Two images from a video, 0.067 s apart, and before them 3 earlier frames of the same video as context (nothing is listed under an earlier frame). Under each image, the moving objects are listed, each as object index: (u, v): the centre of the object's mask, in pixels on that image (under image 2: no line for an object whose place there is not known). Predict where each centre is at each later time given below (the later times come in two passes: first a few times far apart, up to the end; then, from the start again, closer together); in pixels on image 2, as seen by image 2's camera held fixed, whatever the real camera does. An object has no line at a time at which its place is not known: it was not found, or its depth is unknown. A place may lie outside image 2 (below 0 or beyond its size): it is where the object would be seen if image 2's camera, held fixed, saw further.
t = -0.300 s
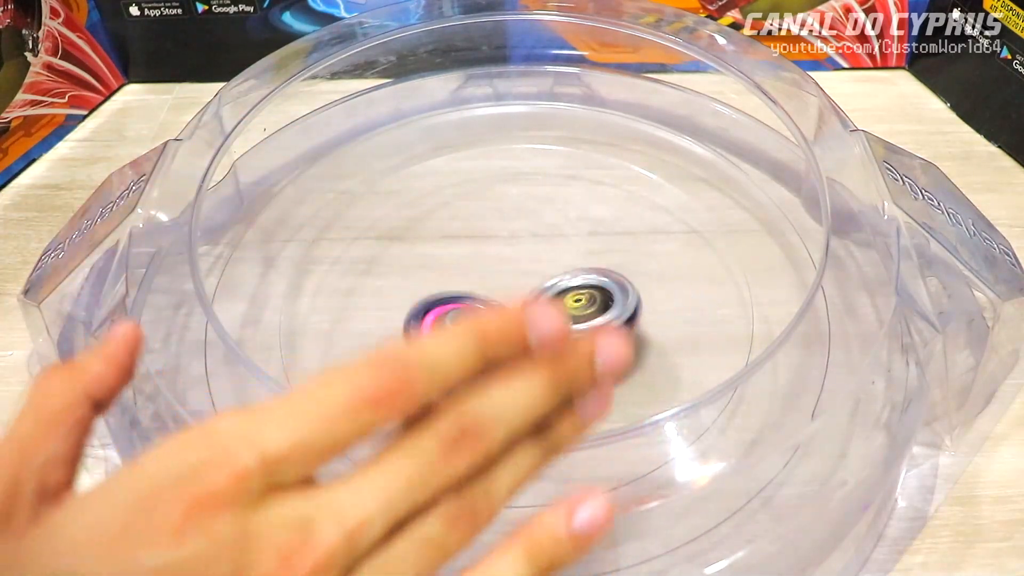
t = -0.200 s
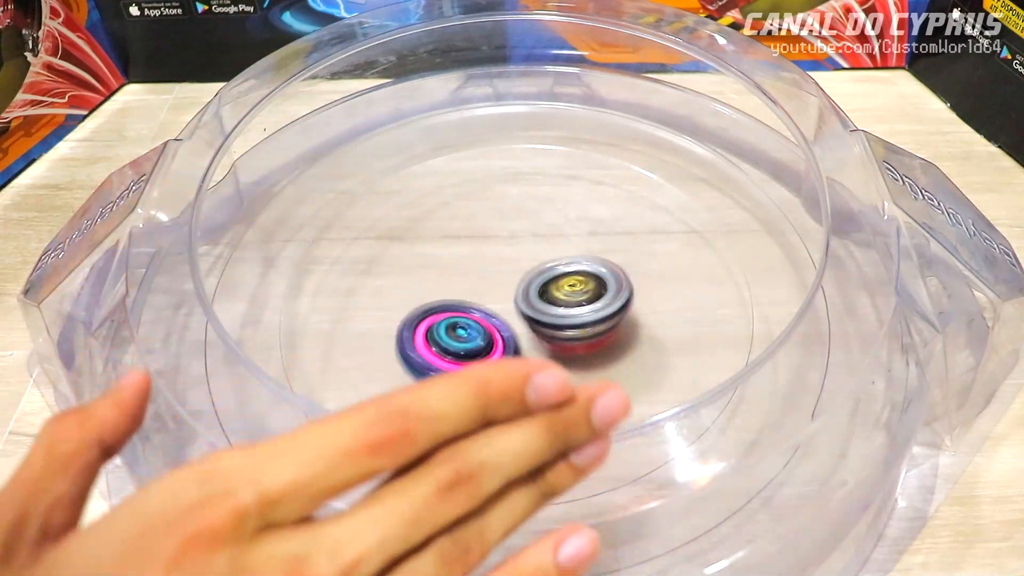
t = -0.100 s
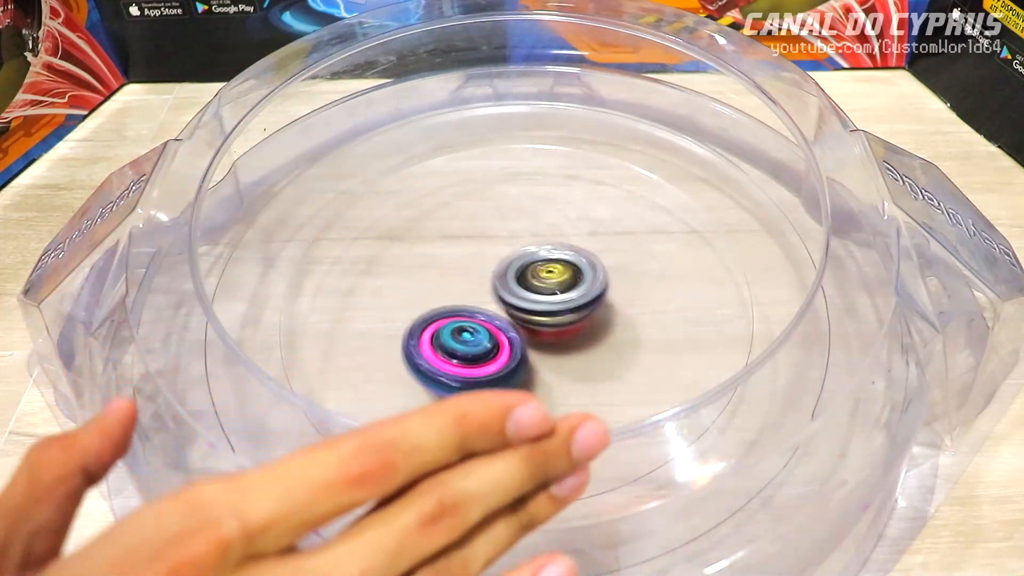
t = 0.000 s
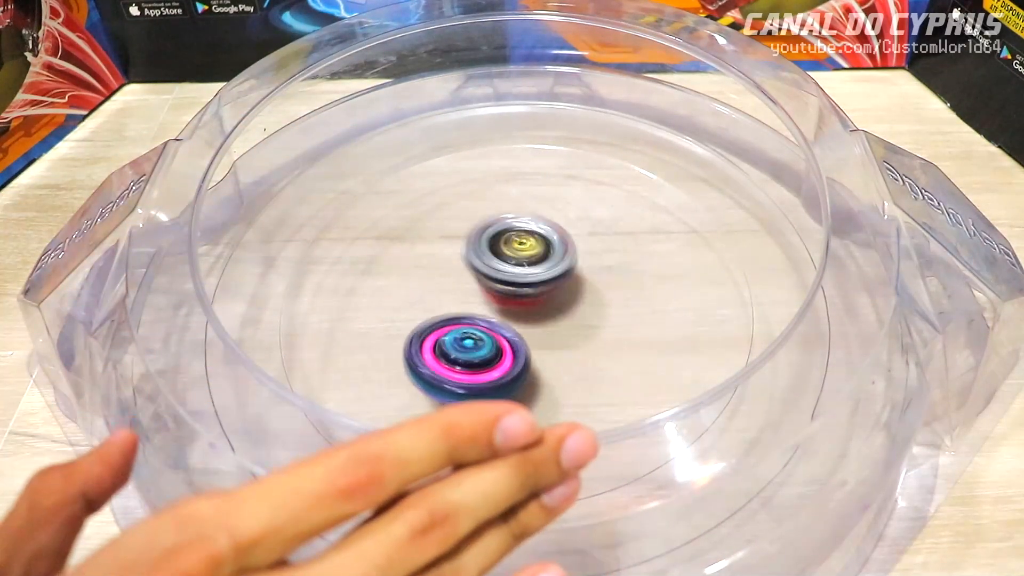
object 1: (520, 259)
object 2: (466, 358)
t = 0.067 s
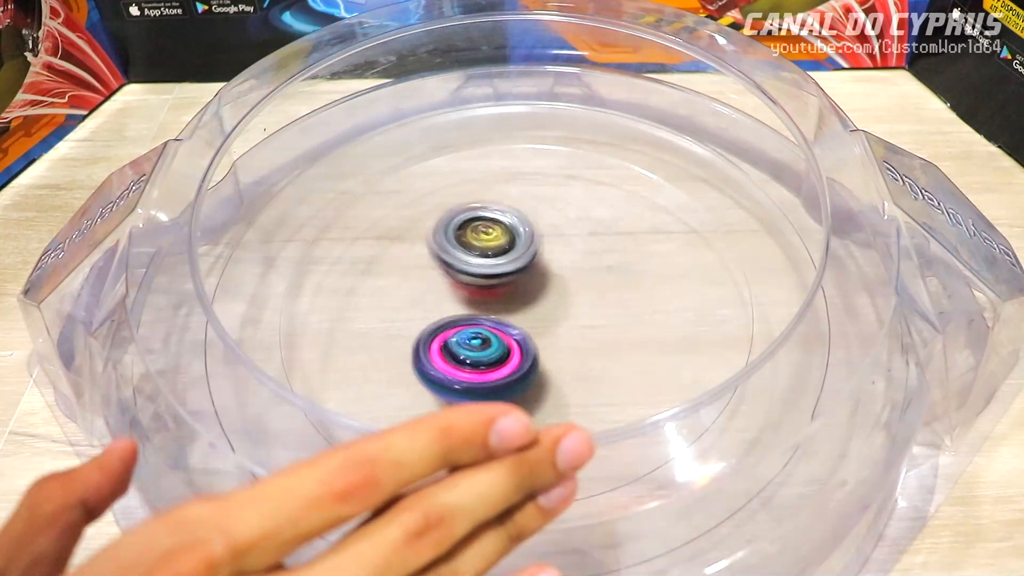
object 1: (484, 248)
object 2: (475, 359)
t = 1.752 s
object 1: (531, 339)
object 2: (519, 250)
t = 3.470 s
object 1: (460, 259)
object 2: (563, 279)
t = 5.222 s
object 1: (504, 322)
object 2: (548, 242)
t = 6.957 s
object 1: (509, 257)
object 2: (466, 356)
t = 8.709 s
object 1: (583, 273)
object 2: (477, 298)
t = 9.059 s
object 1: (578, 282)
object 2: (468, 309)
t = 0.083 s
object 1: (473, 246)
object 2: (477, 359)
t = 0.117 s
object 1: (453, 246)
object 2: (482, 359)
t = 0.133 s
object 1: (442, 245)
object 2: (485, 358)
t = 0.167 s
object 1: (425, 246)
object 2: (491, 357)
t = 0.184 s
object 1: (418, 247)
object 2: (494, 356)
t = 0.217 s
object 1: (409, 252)
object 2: (500, 353)
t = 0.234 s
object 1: (406, 254)
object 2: (503, 352)
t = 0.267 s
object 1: (403, 259)
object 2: (509, 349)
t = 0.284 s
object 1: (404, 262)
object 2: (512, 348)
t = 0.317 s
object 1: (408, 268)
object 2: (518, 344)
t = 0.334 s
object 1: (410, 270)
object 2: (520, 342)
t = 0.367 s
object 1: (417, 276)
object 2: (527, 338)
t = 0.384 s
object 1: (423, 279)
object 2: (531, 336)
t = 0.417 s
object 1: (433, 284)
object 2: (538, 332)
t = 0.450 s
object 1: (443, 288)
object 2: (544, 329)
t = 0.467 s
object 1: (439, 287)
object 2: (556, 327)
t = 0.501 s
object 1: (419, 279)
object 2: (589, 322)
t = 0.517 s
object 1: (414, 277)
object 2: (602, 319)
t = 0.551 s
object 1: (406, 274)
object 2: (624, 315)
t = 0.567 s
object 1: (404, 272)
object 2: (630, 313)
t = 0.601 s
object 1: (405, 271)
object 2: (637, 310)
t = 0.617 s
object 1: (408, 270)
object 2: (640, 309)
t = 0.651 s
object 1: (415, 271)
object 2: (644, 306)
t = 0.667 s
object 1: (418, 271)
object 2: (646, 304)
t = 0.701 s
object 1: (427, 272)
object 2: (647, 301)
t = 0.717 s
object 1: (433, 273)
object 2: (648, 299)
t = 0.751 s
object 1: (445, 276)
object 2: (648, 295)
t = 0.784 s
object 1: (457, 278)
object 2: (647, 292)
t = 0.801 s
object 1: (461, 278)
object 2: (645, 290)
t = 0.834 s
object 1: (473, 280)
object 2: (642, 287)
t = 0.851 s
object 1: (481, 282)
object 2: (640, 285)
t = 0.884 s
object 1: (493, 283)
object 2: (635, 282)
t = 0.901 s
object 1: (497, 281)
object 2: (632, 281)
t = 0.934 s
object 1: (510, 281)
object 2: (626, 279)
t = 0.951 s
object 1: (507, 279)
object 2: (630, 275)
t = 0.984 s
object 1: (498, 278)
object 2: (637, 269)
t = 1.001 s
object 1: (493, 277)
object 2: (638, 267)
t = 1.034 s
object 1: (490, 276)
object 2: (633, 262)
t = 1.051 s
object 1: (491, 274)
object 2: (631, 260)
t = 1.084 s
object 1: (492, 274)
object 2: (623, 259)
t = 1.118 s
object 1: (494, 275)
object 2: (613, 258)
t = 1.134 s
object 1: (495, 275)
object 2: (609, 257)
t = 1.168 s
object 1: (498, 276)
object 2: (602, 257)
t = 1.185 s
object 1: (494, 277)
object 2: (600, 255)
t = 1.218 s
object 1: (459, 287)
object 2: (617, 241)
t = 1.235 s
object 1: (444, 291)
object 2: (623, 236)
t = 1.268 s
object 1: (419, 299)
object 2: (630, 228)
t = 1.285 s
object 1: (410, 303)
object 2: (631, 226)
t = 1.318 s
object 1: (398, 311)
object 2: (629, 224)
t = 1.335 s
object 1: (396, 315)
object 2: (626, 224)
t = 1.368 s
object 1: (397, 324)
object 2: (621, 224)
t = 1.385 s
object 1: (398, 329)
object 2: (618, 226)
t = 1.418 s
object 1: (409, 338)
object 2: (611, 227)
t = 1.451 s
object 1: (420, 346)
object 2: (604, 229)
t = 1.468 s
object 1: (427, 348)
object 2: (598, 231)
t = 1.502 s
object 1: (441, 350)
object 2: (591, 234)
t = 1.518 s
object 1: (448, 350)
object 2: (586, 238)
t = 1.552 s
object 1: (464, 350)
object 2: (576, 241)
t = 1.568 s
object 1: (472, 348)
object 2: (572, 245)
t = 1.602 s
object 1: (485, 346)
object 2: (561, 250)
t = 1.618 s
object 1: (495, 344)
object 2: (557, 252)
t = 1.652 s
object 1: (507, 339)
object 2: (548, 255)
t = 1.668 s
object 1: (512, 338)
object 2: (543, 254)
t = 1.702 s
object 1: (522, 331)
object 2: (534, 254)
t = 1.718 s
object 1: (527, 335)
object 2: (528, 253)
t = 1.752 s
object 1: (531, 339)
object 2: (519, 250)
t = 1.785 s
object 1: (535, 339)
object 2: (510, 251)
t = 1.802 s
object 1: (538, 339)
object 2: (506, 251)
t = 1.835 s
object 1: (541, 334)
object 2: (499, 254)
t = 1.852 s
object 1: (541, 333)
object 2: (495, 256)
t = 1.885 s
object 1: (543, 328)
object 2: (487, 260)
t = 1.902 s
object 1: (544, 324)
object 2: (483, 262)
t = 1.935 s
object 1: (545, 317)
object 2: (475, 266)
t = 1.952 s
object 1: (548, 316)
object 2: (471, 270)
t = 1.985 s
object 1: (554, 315)
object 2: (464, 274)
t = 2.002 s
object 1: (559, 317)
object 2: (461, 273)
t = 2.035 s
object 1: (569, 319)
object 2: (454, 273)
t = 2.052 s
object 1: (572, 318)
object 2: (452, 274)
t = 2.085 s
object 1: (574, 318)
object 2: (448, 276)
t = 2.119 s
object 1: (574, 315)
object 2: (445, 279)
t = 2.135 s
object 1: (574, 312)
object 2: (443, 281)
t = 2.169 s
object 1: (571, 308)
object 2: (441, 285)
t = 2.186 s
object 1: (570, 304)
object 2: (439, 287)
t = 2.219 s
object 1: (567, 302)
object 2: (439, 292)
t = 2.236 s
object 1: (564, 300)
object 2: (438, 295)
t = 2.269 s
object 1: (561, 296)
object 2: (438, 299)
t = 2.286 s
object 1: (559, 294)
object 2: (438, 301)
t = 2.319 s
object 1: (555, 291)
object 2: (438, 305)
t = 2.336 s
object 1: (553, 290)
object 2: (440, 308)
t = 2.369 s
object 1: (548, 287)
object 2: (441, 311)
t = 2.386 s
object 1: (545, 286)
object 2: (442, 313)
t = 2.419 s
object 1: (550, 277)
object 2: (435, 318)
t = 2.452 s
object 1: (556, 270)
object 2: (433, 322)
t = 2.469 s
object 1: (556, 268)
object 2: (433, 323)
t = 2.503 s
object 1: (557, 262)
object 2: (438, 325)
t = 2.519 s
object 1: (558, 260)
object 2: (441, 326)
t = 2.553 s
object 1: (555, 258)
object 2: (448, 329)
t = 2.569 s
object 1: (554, 258)
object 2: (451, 330)
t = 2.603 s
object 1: (549, 257)
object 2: (459, 332)
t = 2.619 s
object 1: (545, 257)
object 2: (464, 333)
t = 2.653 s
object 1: (540, 257)
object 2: (472, 334)
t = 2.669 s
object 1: (538, 256)
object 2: (475, 337)
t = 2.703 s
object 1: (538, 249)
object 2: (479, 342)
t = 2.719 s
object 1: (538, 246)
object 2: (483, 342)
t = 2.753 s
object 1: (536, 245)
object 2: (490, 343)
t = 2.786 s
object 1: (533, 244)
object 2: (500, 341)
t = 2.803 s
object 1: (533, 244)
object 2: (503, 340)
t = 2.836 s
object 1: (529, 246)
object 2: (513, 339)
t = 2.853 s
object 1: (527, 247)
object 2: (516, 338)
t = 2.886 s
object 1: (525, 245)
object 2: (523, 337)
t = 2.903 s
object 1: (524, 243)
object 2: (525, 337)
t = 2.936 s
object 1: (523, 241)
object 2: (532, 335)
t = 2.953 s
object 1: (522, 240)
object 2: (534, 333)
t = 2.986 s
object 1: (520, 239)
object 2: (542, 330)
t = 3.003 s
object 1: (519, 236)
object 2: (544, 329)
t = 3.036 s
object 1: (516, 234)
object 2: (550, 325)
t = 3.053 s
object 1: (515, 234)
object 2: (551, 323)
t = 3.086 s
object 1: (513, 235)
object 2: (556, 318)
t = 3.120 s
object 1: (504, 233)
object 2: (563, 316)
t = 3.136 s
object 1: (499, 230)
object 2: (566, 316)
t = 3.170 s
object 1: (493, 229)
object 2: (569, 313)
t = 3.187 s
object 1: (490, 231)
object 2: (569, 311)
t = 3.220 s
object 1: (487, 233)
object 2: (569, 307)
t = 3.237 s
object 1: (486, 235)
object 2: (568, 303)
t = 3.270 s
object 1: (485, 241)
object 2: (568, 298)
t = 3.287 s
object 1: (484, 243)
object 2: (569, 296)
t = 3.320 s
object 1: (471, 240)
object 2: (575, 295)
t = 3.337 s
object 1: (468, 240)
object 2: (576, 293)
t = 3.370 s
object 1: (463, 243)
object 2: (573, 290)
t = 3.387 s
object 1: (461, 244)
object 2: (573, 288)
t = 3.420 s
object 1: (461, 249)
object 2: (568, 284)
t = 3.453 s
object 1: (461, 255)
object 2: (565, 281)
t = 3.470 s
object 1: (460, 259)
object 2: (563, 279)
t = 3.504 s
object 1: (457, 264)
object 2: (562, 276)
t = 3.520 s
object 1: (454, 266)
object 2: (560, 275)
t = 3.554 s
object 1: (451, 271)
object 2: (556, 272)
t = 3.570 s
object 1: (448, 274)
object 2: (553, 271)
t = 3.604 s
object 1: (442, 282)
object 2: (551, 268)
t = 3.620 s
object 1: (437, 285)
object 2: (551, 264)
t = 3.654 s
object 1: (431, 295)
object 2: (551, 262)
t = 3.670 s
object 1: (430, 298)
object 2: (549, 261)
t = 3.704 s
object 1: (429, 306)
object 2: (542, 261)
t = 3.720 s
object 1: (431, 309)
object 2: (540, 262)
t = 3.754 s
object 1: (434, 314)
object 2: (534, 262)
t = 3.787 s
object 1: (439, 318)
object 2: (528, 262)
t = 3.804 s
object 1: (444, 319)
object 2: (527, 262)
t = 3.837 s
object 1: (452, 321)
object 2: (522, 261)
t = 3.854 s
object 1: (456, 322)
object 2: (519, 260)
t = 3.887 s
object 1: (459, 327)
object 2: (516, 258)
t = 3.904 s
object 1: (461, 330)
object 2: (512, 255)
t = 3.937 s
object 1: (466, 332)
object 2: (508, 256)
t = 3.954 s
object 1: (468, 333)
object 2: (506, 257)
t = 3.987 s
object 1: (475, 334)
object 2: (501, 257)
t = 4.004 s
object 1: (477, 333)
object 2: (499, 258)
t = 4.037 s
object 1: (484, 341)
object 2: (494, 257)
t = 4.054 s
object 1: (489, 346)
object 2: (491, 254)
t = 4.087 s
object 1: (495, 352)
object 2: (489, 254)
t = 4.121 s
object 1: (502, 352)
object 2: (487, 256)
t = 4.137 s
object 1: (504, 351)
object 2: (487, 258)
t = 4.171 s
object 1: (511, 349)
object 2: (486, 260)
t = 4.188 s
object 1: (513, 346)
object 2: (485, 261)
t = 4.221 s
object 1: (519, 342)
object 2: (484, 262)
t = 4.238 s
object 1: (522, 337)
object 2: (484, 264)
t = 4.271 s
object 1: (528, 333)
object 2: (481, 265)
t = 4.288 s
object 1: (538, 338)
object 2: (478, 264)
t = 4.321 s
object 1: (548, 341)
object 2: (475, 260)
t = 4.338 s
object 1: (553, 340)
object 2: (473, 257)
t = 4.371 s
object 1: (558, 342)
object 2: (474, 258)
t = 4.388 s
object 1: (560, 339)
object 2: (475, 259)
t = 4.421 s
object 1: (561, 336)
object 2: (478, 262)
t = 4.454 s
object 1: (559, 329)
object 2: (482, 263)
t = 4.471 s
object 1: (560, 328)
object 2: (481, 263)
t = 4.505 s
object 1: (557, 322)
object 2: (482, 265)
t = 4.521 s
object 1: (558, 318)
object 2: (483, 265)
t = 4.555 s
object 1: (564, 319)
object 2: (486, 263)
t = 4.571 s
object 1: (576, 326)
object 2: (484, 256)
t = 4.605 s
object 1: (597, 336)
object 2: (476, 242)
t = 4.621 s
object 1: (606, 339)
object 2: (472, 236)
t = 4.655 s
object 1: (624, 344)
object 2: (469, 230)
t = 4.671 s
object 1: (633, 346)
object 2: (470, 229)
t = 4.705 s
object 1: (648, 350)
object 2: (473, 230)
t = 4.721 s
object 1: (654, 351)
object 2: (476, 231)
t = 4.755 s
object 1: (658, 353)
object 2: (484, 234)
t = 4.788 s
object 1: (659, 353)
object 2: (490, 236)
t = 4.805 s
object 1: (659, 353)
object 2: (493, 238)
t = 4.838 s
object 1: (657, 352)
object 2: (500, 240)
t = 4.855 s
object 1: (656, 352)
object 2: (502, 241)
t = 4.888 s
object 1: (650, 348)
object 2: (507, 242)
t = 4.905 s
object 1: (647, 347)
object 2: (510, 243)
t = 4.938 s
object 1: (639, 344)
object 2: (516, 245)
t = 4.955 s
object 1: (636, 343)
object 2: (518, 245)
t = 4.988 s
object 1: (627, 342)
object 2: (523, 247)
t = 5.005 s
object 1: (622, 340)
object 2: (526, 249)
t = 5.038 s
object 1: (605, 336)
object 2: (532, 250)
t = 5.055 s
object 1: (596, 333)
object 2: (533, 251)
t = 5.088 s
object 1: (577, 327)
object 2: (538, 251)
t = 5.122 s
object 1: (557, 328)
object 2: (542, 248)
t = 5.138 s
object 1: (550, 329)
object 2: (543, 245)
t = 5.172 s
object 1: (531, 327)
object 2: (545, 242)
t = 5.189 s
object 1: (523, 326)
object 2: (546, 241)
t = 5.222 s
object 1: (504, 322)
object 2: (548, 242)
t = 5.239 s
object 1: (495, 320)
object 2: (551, 242)
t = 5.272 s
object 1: (477, 316)
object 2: (553, 245)
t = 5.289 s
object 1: (469, 313)
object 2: (554, 245)
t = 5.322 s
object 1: (454, 307)
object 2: (555, 248)
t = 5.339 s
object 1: (446, 303)
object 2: (555, 247)
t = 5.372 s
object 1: (434, 297)
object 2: (558, 249)
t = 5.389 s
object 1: (429, 294)
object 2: (557, 250)
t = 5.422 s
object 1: (422, 288)
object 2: (558, 251)
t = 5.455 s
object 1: (416, 281)
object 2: (559, 255)
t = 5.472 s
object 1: (414, 277)
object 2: (559, 256)
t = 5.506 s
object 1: (412, 271)
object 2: (559, 258)
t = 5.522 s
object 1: (412, 268)
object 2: (560, 260)
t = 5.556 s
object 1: (414, 264)
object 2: (559, 264)
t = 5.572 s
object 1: (415, 261)
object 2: (559, 267)
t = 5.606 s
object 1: (421, 257)
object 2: (560, 271)
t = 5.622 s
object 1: (423, 256)
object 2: (560, 272)
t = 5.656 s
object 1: (431, 254)
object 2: (559, 276)
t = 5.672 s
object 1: (434, 254)
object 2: (559, 278)
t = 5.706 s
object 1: (444, 252)
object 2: (559, 283)
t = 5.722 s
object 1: (449, 252)
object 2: (561, 285)
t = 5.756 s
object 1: (455, 249)
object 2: (566, 290)
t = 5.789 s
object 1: (461, 248)
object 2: (569, 297)
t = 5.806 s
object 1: (465, 247)
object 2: (573, 300)
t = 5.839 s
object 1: (460, 240)
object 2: (588, 310)
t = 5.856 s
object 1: (459, 238)
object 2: (593, 316)
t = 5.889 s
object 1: (463, 237)
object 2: (600, 324)
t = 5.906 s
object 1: (464, 239)
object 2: (602, 329)
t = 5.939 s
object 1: (467, 241)
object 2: (605, 334)
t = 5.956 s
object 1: (468, 244)
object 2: (604, 338)
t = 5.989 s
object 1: (471, 247)
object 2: (604, 340)
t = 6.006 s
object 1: (474, 249)
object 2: (603, 341)
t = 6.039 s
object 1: (481, 255)
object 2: (602, 341)
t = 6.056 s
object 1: (485, 257)
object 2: (600, 342)
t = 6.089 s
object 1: (500, 263)
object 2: (597, 342)
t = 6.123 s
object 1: (509, 268)
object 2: (594, 343)
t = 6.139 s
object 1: (516, 269)
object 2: (593, 343)
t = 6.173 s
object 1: (525, 270)
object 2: (590, 348)
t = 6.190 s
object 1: (523, 257)
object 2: (596, 357)
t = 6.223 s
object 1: (515, 234)
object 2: (604, 373)
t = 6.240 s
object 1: (511, 225)
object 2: (605, 379)
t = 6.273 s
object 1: (507, 211)
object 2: (606, 385)
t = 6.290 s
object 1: (507, 207)
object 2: (605, 386)
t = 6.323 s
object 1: (503, 202)
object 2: (600, 388)
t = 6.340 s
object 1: (503, 201)
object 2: (598, 388)
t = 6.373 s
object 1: (503, 201)
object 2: (593, 389)
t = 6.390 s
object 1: (502, 202)
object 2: (591, 388)
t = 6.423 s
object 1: (500, 206)
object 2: (583, 388)
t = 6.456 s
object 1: (498, 211)
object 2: (578, 386)
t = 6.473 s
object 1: (497, 213)
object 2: (573, 386)
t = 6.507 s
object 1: (495, 218)
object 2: (568, 384)
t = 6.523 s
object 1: (495, 221)
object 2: (563, 384)
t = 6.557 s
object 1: (496, 230)
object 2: (555, 381)
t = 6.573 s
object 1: (495, 234)
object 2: (550, 379)
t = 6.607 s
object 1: (497, 243)
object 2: (543, 375)
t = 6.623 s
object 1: (497, 248)
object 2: (540, 373)
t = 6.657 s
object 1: (498, 260)
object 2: (530, 367)
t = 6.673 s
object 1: (497, 264)
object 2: (525, 365)
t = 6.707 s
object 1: (501, 264)
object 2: (514, 366)
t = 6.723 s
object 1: (503, 263)
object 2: (510, 367)
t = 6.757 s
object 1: (506, 262)
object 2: (499, 364)
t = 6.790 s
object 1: (510, 262)
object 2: (491, 365)
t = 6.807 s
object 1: (512, 260)
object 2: (485, 365)
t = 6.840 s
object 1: (515, 256)
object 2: (477, 364)
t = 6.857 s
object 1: (515, 256)
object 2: (475, 364)
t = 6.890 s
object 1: (513, 255)
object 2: (471, 362)
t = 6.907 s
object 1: (512, 255)
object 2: (469, 360)
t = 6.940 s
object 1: (511, 256)
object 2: (468, 358)
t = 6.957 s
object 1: (509, 257)
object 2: (466, 356)
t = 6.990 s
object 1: (506, 259)
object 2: (463, 356)
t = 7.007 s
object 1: (507, 257)
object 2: (462, 356)
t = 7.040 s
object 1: (509, 256)
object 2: (462, 356)
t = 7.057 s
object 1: (508, 255)
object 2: (462, 354)
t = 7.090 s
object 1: (509, 258)
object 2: (462, 352)
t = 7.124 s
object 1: (510, 258)
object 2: (462, 350)
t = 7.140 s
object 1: (512, 258)
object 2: (461, 349)
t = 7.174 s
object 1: (516, 258)
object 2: (459, 347)
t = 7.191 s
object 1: (518, 257)
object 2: (459, 347)
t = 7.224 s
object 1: (523, 260)
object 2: (458, 347)
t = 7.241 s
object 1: (529, 260)
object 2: (456, 347)
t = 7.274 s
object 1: (536, 260)
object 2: (459, 346)
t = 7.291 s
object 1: (537, 261)
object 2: (461, 344)
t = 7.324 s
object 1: (537, 261)
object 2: (463, 341)
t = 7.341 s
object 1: (540, 258)
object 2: (461, 341)
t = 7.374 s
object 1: (546, 254)
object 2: (459, 340)
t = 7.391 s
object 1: (549, 255)
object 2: (460, 340)
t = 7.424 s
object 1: (551, 260)
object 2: (460, 336)
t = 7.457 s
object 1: (550, 263)
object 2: (459, 334)
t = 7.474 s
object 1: (551, 264)
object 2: (457, 333)
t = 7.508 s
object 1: (554, 266)
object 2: (456, 332)
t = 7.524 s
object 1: (556, 267)
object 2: (455, 331)
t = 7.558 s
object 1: (559, 270)
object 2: (452, 330)
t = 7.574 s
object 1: (560, 270)
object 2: (450, 331)
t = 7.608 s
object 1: (560, 272)
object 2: (450, 330)
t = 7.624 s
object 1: (559, 273)
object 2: (451, 329)
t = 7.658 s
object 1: (556, 274)
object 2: (451, 326)
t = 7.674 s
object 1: (559, 275)
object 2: (450, 325)
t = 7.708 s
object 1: (562, 273)
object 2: (446, 324)
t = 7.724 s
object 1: (563, 271)
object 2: (446, 324)
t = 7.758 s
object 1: (562, 272)
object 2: (447, 322)
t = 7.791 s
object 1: (559, 273)
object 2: (448, 320)
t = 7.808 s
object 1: (556, 272)
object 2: (449, 318)
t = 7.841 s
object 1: (551, 271)
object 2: (450, 315)
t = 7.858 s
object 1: (549, 271)
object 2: (450, 315)
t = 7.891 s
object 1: (544, 269)
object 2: (448, 314)
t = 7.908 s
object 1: (545, 268)
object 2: (444, 315)
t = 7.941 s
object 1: (549, 264)
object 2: (439, 318)
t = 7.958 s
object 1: (550, 263)
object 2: (439, 319)
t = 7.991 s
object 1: (550, 262)
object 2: (443, 318)
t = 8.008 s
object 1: (548, 262)
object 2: (446, 316)
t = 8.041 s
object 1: (547, 259)
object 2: (448, 313)
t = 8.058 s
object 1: (549, 258)
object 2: (447, 312)
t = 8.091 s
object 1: (550, 254)
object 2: (448, 309)
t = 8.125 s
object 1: (550, 254)
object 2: (448, 307)
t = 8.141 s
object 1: (551, 255)
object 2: (447, 307)
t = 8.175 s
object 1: (559, 253)
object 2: (437, 309)
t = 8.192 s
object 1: (564, 254)
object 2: (435, 311)
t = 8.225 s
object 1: (567, 257)
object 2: (436, 314)
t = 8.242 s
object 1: (567, 261)
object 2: (439, 314)
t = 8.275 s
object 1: (563, 267)
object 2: (448, 314)
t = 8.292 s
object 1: (560, 270)
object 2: (453, 313)
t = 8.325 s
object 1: (557, 275)
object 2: (457, 309)
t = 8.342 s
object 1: (562, 277)
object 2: (455, 308)
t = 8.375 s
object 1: (571, 276)
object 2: (452, 307)
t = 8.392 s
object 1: (574, 277)
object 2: (453, 307)
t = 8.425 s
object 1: (575, 279)
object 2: (456, 307)
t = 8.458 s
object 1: (576, 280)
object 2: (454, 307)
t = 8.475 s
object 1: (579, 280)
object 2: (452, 307)
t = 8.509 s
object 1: (580, 281)
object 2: (452, 306)
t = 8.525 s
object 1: (580, 281)
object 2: (454, 305)
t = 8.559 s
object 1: (578, 283)
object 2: (461, 305)
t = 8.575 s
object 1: (576, 282)
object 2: (465, 305)
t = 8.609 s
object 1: (574, 281)
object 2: (470, 303)
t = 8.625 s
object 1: (575, 280)
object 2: (472, 302)
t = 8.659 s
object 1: (577, 277)
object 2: (475, 299)
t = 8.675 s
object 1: (580, 276)
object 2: (475, 298)
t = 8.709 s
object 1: (583, 273)
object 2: (477, 298)
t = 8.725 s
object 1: (585, 270)
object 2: (478, 299)
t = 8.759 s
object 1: (587, 265)
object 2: (478, 303)
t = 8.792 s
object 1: (585, 264)
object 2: (479, 306)
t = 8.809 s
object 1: (583, 264)
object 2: (479, 307)
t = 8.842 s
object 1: (588, 265)
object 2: (473, 314)
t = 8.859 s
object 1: (589, 264)
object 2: (472, 315)
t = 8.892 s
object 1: (587, 266)
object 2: (470, 316)
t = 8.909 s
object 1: (585, 268)
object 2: (470, 314)
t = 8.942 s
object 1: (579, 274)
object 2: (471, 312)
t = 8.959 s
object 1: (573, 276)
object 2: (471, 311)
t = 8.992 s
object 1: (570, 277)
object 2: (471, 309)
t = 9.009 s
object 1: (571, 278)
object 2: (471, 308)
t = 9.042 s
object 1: (576, 281)
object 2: (469, 309)
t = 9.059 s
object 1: (578, 282)
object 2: (468, 309)
